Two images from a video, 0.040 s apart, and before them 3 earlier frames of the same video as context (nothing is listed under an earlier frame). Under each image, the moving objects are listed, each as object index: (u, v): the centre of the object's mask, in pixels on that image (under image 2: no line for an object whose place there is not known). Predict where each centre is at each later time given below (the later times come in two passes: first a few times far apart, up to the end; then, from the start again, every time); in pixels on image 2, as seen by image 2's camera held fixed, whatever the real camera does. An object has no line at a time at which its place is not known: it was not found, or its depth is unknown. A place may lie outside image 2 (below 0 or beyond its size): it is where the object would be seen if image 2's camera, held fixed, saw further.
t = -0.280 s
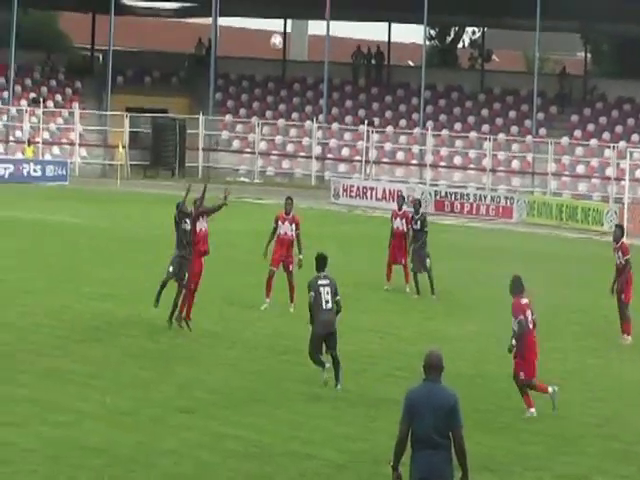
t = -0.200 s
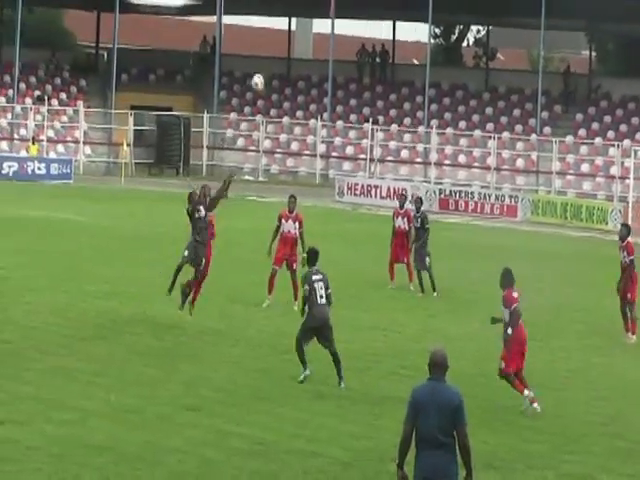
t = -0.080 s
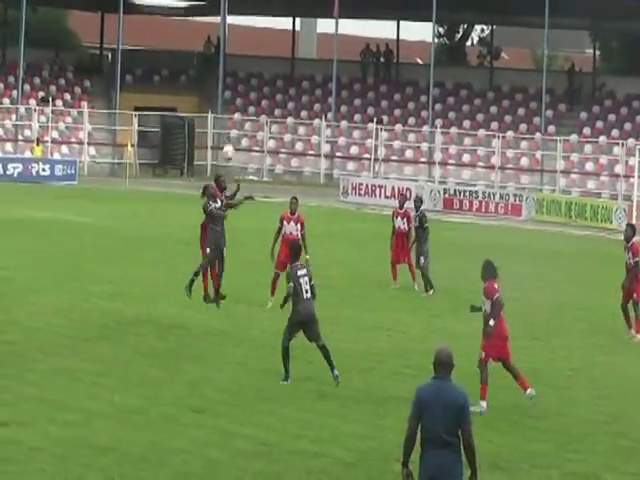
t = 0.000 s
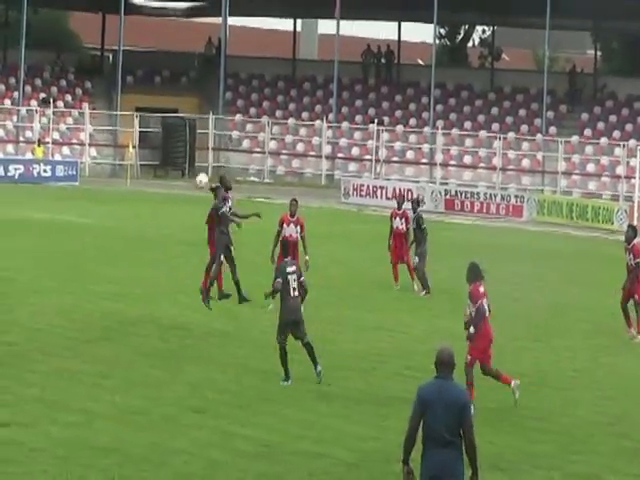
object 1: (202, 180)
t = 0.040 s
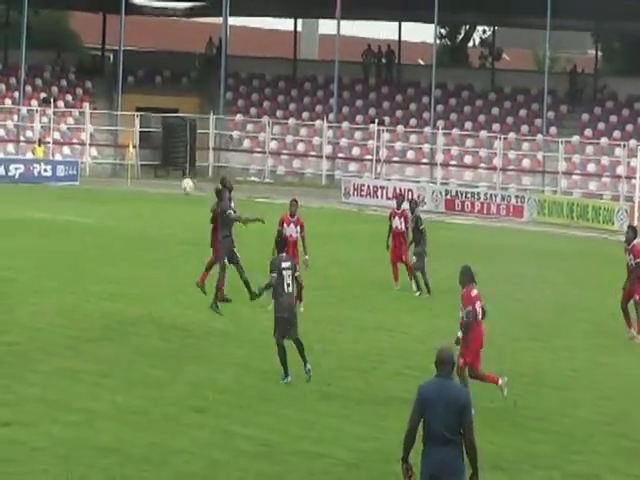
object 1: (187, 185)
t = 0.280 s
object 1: (93, 249)
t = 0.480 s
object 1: (14, 320)
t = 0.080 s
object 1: (172, 193)
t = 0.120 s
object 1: (156, 202)
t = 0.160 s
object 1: (140, 210)
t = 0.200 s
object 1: (125, 223)
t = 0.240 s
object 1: (109, 235)
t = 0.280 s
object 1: (93, 249)
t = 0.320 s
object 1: (77, 264)
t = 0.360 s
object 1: (61, 281)
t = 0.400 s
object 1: (44, 299)
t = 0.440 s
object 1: (27, 318)
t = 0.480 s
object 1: (14, 320)
